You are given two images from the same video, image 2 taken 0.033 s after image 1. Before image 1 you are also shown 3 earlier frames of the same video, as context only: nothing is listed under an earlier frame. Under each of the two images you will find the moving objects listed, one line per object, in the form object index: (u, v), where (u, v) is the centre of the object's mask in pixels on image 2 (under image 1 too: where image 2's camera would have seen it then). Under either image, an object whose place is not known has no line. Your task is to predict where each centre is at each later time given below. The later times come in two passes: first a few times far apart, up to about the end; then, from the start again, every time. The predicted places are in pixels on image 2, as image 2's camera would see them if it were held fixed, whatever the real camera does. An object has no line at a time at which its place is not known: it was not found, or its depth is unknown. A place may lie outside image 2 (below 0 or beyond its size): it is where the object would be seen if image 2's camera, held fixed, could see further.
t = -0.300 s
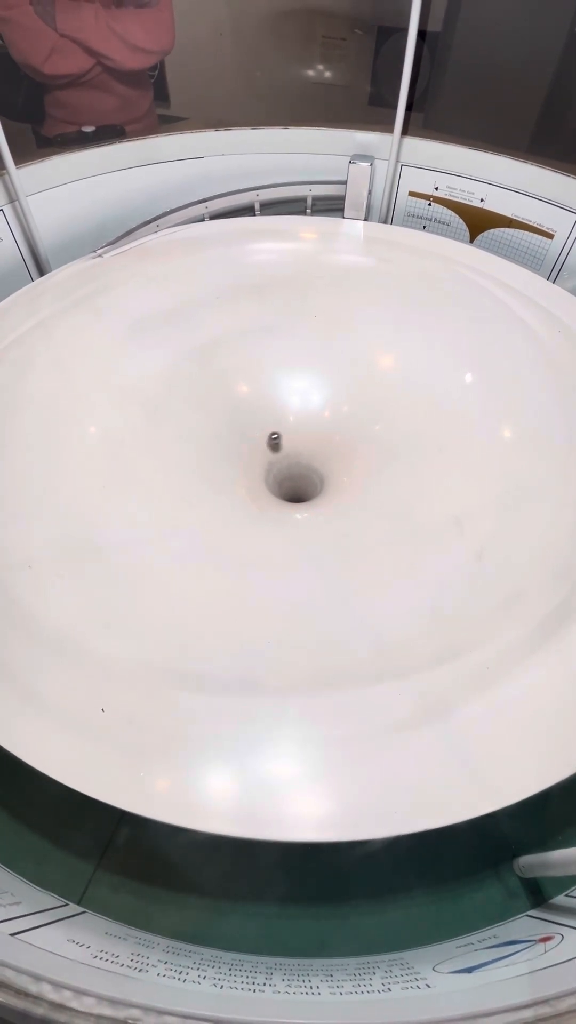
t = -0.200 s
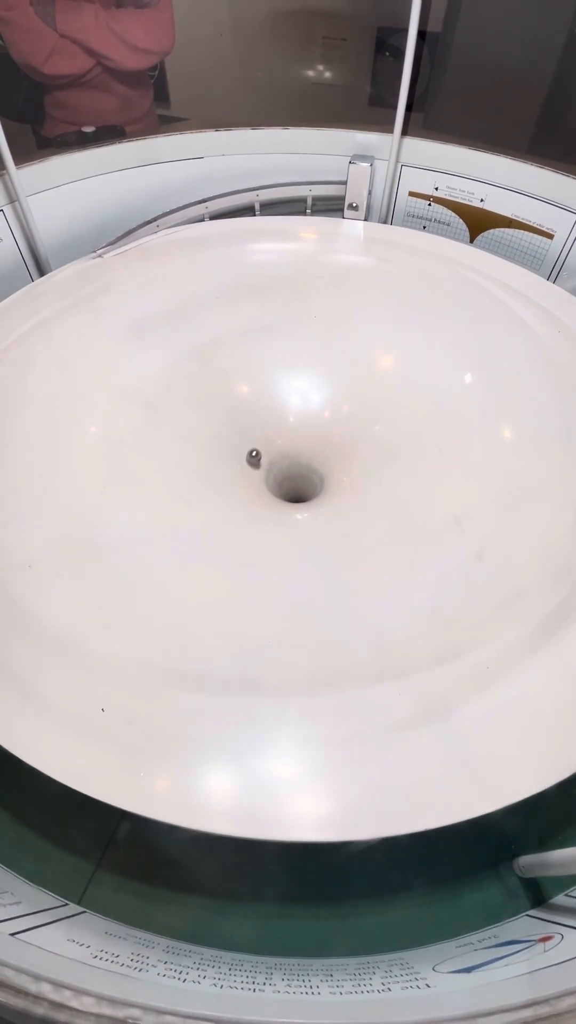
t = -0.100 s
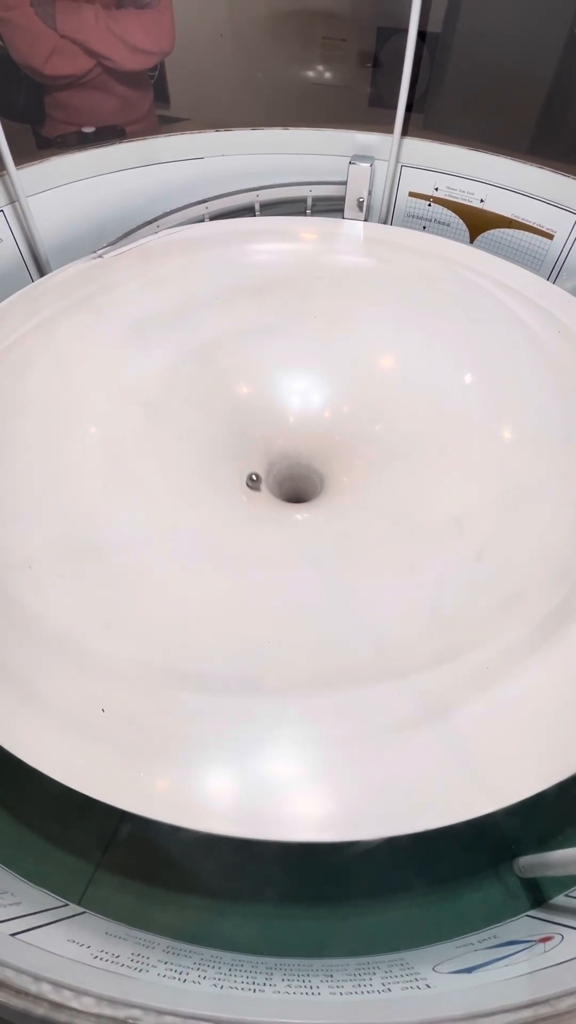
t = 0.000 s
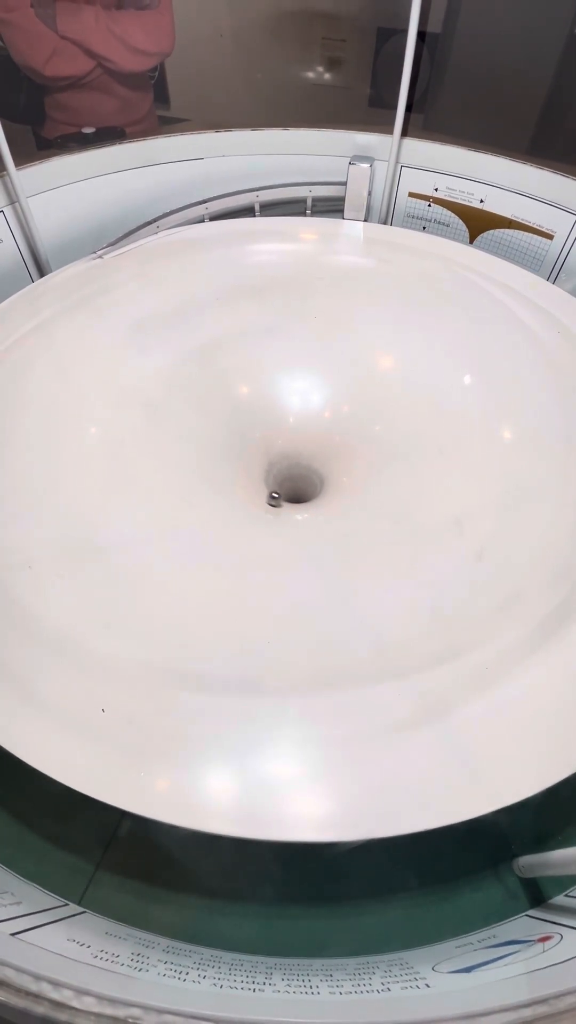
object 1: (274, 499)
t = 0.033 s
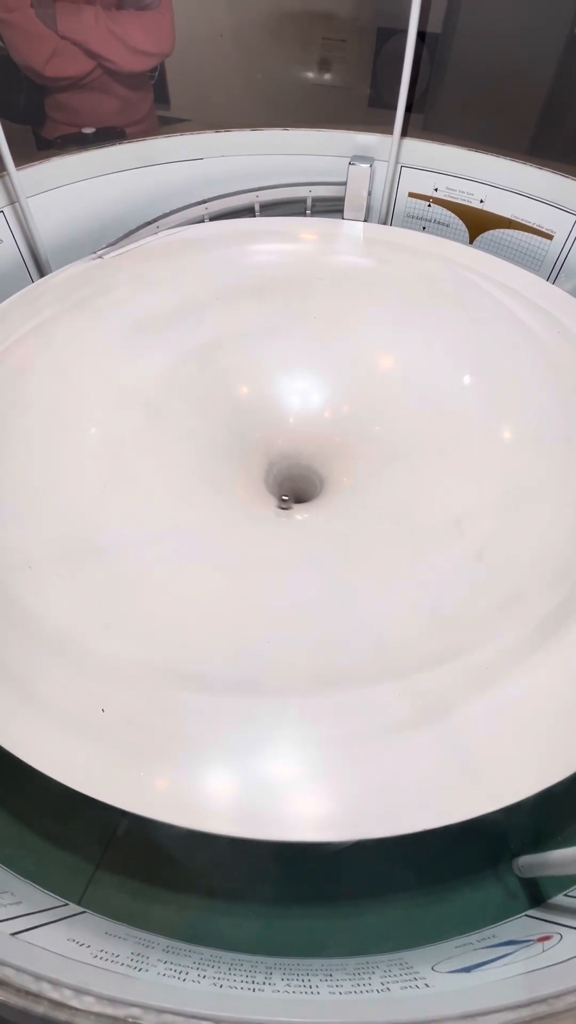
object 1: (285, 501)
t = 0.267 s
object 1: (338, 476)
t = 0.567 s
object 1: (271, 439)
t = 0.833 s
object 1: (260, 488)
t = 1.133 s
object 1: (339, 471)
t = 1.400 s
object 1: (288, 432)
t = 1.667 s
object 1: (260, 483)
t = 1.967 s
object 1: (341, 478)
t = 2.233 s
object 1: (301, 437)
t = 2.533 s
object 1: (260, 487)
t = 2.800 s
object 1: (331, 489)
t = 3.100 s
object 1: (292, 440)
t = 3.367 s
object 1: (251, 477)
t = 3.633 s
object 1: (323, 493)
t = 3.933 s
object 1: (300, 434)
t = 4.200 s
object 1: (253, 468)
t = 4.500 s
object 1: (331, 487)
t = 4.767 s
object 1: (314, 437)
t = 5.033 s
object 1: (256, 469)
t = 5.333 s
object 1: (326, 494)
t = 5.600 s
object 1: (315, 446)
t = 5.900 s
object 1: (252, 473)
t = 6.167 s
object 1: (316, 497)
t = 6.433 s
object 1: (313, 443)
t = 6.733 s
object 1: (251, 465)
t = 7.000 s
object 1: (317, 495)
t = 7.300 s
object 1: (312, 437)
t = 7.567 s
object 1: (257, 466)
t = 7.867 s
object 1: (329, 490)
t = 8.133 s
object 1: (316, 443)
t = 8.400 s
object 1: (255, 470)
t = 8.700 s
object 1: (322, 495)
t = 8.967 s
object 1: (309, 445)
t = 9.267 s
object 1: (252, 473)
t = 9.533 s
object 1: (320, 493)
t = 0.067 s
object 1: (295, 502)
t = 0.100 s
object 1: (306, 502)
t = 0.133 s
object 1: (316, 500)
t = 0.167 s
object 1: (325, 495)
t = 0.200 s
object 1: (331, 489)
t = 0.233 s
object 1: (336, 483)
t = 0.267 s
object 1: (338, 476)
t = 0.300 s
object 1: (337, 468)
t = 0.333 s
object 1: (334, 460)
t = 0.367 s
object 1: (328, 453)
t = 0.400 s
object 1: (320, 447)
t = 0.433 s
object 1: (310, 442)
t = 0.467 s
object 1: (300, 439)
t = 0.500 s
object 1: (290, 437)
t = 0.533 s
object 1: (280, 437)
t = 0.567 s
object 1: (271, 439)
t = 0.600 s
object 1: (263, 442)
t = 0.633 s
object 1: (257, 446)
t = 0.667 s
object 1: (252, 452)
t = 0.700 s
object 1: (249, 459)
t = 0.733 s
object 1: (248, 466)
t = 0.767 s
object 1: (250, 474)
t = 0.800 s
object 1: (254, 482)
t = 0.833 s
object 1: (260, 488)
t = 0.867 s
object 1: (269, 494)
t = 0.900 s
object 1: (279, 499)
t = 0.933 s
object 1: (291, 500)
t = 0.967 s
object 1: (302, 499)
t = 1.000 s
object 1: (314, 498)
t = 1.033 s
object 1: (324, 493)
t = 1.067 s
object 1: (331, 486)
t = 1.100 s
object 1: (336, 479)
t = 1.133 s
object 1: (339, 471)
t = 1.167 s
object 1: (339, 462)
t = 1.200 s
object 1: (336, 454)
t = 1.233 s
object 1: (330, 447)
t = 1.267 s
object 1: (324, 441)
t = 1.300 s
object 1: (315, 436)
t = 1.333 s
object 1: (307, 433)
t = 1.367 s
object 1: (297, 432)
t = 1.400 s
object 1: (288, 432)
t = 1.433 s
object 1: (279, 434)
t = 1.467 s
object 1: (271, 437)
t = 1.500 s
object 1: (265, 442)
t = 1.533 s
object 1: (259, 449)
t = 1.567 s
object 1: (255, 457)
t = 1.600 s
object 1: (254, 465)
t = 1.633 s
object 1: (255, 474)
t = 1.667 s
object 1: (260, 483)
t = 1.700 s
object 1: (266, 490)
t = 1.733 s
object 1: (275, 496)
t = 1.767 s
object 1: (288, 498)
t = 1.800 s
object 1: (298, 500)
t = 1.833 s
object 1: (311, 499)
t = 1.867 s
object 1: (321, 496)
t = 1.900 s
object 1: (330, 491)
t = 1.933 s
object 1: (337, 485)
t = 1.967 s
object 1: (341, 478)
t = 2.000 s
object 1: (344, 471)
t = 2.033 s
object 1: (344, 464)
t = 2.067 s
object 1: (341, 457)
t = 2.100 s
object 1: (336, 451)
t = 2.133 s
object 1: (329, 445)
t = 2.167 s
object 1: (321, 441)
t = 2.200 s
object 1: (311, 439)
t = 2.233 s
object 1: (301, 437)
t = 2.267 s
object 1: (290, 438)
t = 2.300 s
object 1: (281, 440)
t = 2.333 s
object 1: (272, 444)
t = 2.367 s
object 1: (264, 450)
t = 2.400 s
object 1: (259, 456)
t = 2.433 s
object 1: (255, 464)
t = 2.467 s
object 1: (254, 472)
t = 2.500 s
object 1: (256, 479)
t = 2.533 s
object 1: (260, 487)
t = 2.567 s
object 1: (267, 494)
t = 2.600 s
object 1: (275, 498)
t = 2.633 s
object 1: (286, 501)
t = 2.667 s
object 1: (296, 502)
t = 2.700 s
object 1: (307, 501)
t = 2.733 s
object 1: (317, 499)
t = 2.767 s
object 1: (325, 495)
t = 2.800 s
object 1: (331, 489)
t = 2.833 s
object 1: (336, 483)
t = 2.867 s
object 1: (338, 477)
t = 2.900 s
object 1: (338, 470)
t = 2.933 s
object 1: (335, 462)
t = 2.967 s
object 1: (330, 455)
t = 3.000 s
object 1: (322, 449)
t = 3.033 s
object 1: (312, 445)
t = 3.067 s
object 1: (302, 442)
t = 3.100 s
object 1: (292, 440)
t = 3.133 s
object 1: (281, 440)
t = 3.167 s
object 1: (272, 442)
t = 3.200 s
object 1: (264, 445)
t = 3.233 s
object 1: (257, 449)
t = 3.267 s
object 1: (252, 455)
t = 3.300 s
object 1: (249, 462)
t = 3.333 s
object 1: (249, 469)
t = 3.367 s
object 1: (251, 477)
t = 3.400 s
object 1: (255, 484)
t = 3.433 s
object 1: (262, 490)
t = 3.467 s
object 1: (270, 496)
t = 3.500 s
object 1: (281, 499)
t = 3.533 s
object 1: (293, 500)
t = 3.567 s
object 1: (303, 500)
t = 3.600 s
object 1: (315, 497)
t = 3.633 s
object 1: (323, 493)
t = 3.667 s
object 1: (330, 486)
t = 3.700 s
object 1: (335, 479)
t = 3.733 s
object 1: (337, 471)
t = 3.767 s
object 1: (336, 463)
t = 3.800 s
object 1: (332, 455)
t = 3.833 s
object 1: (326, 448)
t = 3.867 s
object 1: (318, 442)
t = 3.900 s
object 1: (310, 437)
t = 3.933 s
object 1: (300, 434)
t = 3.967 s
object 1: (291, 433)
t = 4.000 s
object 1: (282, 434)
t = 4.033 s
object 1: (273, 436)
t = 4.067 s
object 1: (266, 440)
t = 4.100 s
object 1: (260, 445)
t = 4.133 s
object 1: (255, 452)
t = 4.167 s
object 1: (253, 460)
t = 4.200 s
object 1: (253, 468)
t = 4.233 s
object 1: (255, 477)
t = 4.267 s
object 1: (261, 485)
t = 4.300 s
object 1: (268, 491)
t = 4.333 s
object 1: (278, 497)
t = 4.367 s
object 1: (291, 499)
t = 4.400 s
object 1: (301, 499)
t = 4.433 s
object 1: (314, 497)
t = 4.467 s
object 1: (323, 493)
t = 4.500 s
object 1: (331, 487)
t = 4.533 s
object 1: (338, 480)
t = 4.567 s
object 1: (341, 473)
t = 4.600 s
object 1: (342, 465)
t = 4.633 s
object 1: (340, 458)
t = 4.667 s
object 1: (336, 451)
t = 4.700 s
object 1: (330, 445)
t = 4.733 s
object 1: (322, 441)
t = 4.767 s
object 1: (314, 437)
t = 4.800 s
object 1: (304, 436)
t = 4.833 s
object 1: (294, 436)
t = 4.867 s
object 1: (285, 438)
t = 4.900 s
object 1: (276, 441)
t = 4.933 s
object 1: (268, 446)
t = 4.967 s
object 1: (262, 453)
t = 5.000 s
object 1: (258, 461)
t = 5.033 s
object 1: (256, 469)
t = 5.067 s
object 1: (257, 477)
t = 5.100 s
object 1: (261, 485)
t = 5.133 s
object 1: (268, 492)
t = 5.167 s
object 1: (276, 498)
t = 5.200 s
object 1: (287, 500)
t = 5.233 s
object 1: (297, 501)
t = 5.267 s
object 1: (308, 500)
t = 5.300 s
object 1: (318, 498)
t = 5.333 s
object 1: (326, 494)
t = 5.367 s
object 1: (333, 488)
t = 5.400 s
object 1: (338, 482)
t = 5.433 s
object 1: (340, 475)
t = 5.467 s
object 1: (340, 469)
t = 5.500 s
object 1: (337, 462)
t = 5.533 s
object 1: (332, 455)
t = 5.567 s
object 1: (324, 450)
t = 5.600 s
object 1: (315, 446)
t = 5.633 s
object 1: (305, 443)
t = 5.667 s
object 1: (294, 441)
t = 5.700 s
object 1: (284, 442)
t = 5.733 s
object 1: (274, 444)
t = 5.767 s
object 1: (266, 448)
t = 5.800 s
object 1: (259, 453)
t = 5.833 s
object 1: (254, 459)
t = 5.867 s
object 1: (252, 466)
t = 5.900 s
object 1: (252, 473)
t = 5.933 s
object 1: (254, 481)
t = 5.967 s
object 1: (259, 487)
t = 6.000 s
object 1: (266, 493)
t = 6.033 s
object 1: (274, 498)
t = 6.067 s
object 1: (285, 500)
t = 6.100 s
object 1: (296, 501)
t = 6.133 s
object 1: (306, 499)
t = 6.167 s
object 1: (316, 497)
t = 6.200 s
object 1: (324, 492)
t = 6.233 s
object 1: (330, 486)
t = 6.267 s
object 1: (334, 479)
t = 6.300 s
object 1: (335, 471)
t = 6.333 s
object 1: (333, 463)
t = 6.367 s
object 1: (329, 456)
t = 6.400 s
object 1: (322, 449)
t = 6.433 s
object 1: (313, 443)
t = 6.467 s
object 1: (304, 439)
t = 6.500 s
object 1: (294, 437)
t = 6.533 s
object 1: (284, 436)
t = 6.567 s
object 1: (275, 438)
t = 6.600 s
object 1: (267, 440)
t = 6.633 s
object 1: (261, 445)
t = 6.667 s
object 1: (256, 450)
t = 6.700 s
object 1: (252, 457)
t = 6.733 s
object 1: (251, 465)
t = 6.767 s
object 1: (253, 473)
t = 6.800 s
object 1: (257, 481)
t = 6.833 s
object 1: (263, 488)
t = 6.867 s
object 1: (272, 494)
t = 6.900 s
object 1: (283, 497)
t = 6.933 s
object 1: (295, 498)
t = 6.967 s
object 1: (306, 497)
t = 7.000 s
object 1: (317, 495)
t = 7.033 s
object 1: (326, 490)
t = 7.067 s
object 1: (333, 483)
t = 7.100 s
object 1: (337, 476)
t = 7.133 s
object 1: (338, 468)
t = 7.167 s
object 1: (337, 460)
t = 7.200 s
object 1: (334, 452)
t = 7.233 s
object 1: (328, 446)
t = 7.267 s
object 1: (321, 441)
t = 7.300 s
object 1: (312, 437)
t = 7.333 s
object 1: (303, 435)
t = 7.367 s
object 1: (294, 434)
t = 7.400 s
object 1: (285, 436)
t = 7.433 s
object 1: (276, 439)
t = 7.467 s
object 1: (269, 444)
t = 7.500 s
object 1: (263, 450)
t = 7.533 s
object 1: (259, 457)
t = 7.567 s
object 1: (257, 466)
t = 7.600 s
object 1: (257, 475)
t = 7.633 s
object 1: (262, 483)
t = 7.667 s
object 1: (268, 490)
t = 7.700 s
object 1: (277, 495)
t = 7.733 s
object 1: (289, 498)
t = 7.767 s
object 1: (298, 499)
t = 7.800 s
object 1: (311, 498)
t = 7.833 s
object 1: (321, 496)
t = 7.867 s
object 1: (329, 490)
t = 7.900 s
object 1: (335, 485)
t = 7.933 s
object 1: (339, 478)
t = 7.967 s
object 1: (341, 471)
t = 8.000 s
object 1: (341, 465)
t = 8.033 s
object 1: (337, 458)
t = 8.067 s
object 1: (332, 452)
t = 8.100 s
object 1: (325, 447)
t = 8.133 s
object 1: (316, 443)
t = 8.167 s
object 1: (306, 441)
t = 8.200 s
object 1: (295, 441)
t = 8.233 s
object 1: (285, 442)
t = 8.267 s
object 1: (276, 445)
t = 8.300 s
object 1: (268, 450)
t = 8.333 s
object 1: (261, 455)
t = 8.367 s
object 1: (257, 462)
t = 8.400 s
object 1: (255, 470)
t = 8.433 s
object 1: (256, 478)
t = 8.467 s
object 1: (260, 485)
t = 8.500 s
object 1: (265, 491)
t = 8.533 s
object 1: (273, 496)
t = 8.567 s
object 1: (284, 499)
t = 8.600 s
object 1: (294, 500)
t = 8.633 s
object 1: (303, 500)
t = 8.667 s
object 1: (313, 498)
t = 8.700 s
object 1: (322, 495)
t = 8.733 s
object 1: (329, 489)
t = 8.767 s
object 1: (333, 483)
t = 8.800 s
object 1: (336, 477)
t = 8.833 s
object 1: (335, 469)
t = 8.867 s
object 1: (332, 462)
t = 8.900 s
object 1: (326, 455)
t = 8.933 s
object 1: (318, 449)
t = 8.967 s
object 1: (309, 445)
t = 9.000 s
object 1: (298, 442)
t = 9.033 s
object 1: (288, 441)
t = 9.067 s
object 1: (279, 441)
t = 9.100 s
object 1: (270, 444)
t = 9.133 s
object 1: (263, 448)
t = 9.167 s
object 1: (257, 453)
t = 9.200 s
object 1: (253, 459)
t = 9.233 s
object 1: (251, 466)
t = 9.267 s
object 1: (252, 473)
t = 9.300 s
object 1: (255, 481)
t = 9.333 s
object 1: (261, 487)
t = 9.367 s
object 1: (268, 493)
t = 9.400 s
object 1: (278, 497)
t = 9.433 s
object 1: (291, 498)
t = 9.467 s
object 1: (300, 498)
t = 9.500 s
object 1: (310, 496)
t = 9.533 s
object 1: (320, 493)
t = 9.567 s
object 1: (327, 487)
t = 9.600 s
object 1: (332, 480)
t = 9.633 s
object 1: (334, 472)
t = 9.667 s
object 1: (334, 464)
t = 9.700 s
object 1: (330, 455)
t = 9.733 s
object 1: (324, 448)
